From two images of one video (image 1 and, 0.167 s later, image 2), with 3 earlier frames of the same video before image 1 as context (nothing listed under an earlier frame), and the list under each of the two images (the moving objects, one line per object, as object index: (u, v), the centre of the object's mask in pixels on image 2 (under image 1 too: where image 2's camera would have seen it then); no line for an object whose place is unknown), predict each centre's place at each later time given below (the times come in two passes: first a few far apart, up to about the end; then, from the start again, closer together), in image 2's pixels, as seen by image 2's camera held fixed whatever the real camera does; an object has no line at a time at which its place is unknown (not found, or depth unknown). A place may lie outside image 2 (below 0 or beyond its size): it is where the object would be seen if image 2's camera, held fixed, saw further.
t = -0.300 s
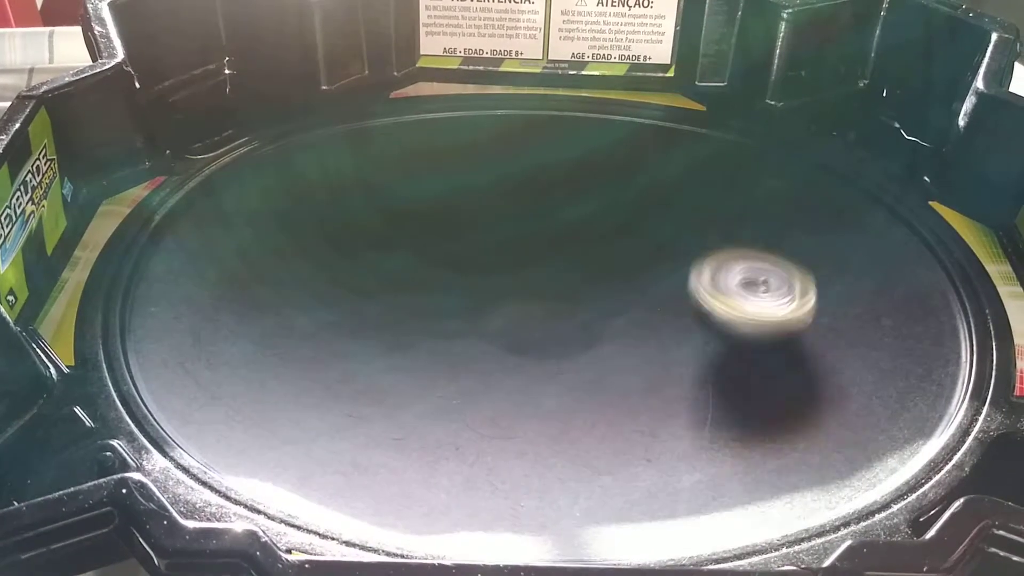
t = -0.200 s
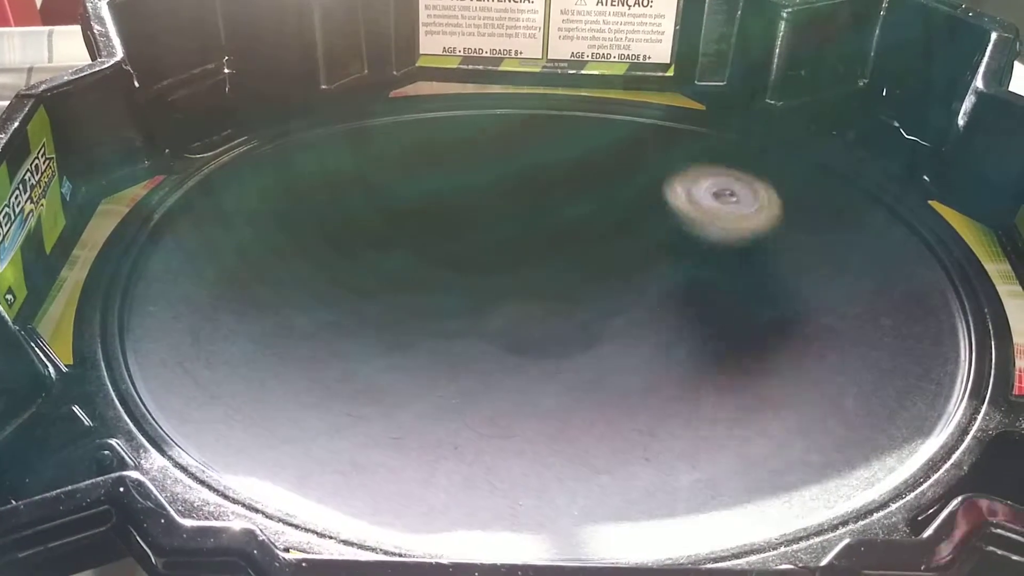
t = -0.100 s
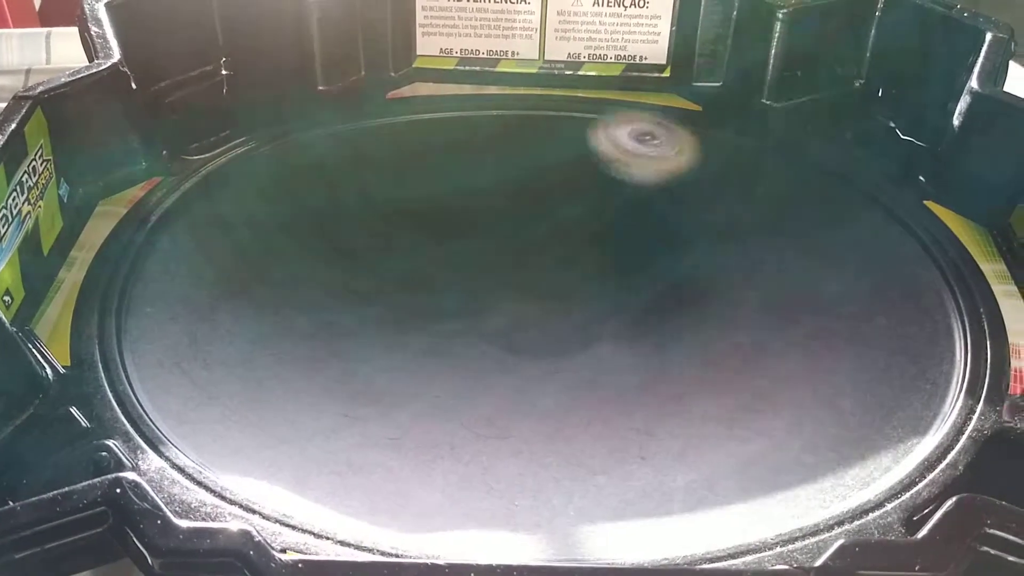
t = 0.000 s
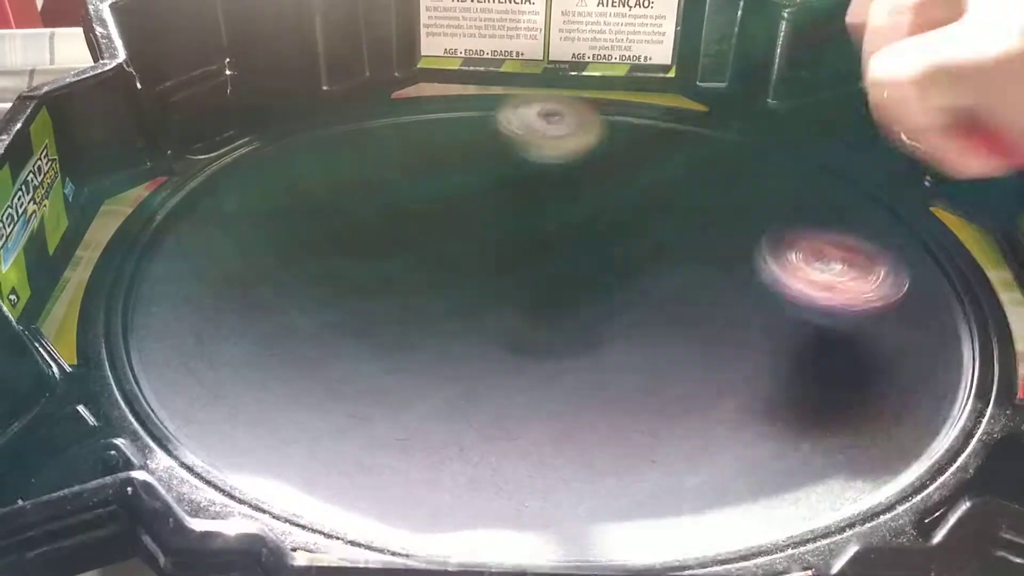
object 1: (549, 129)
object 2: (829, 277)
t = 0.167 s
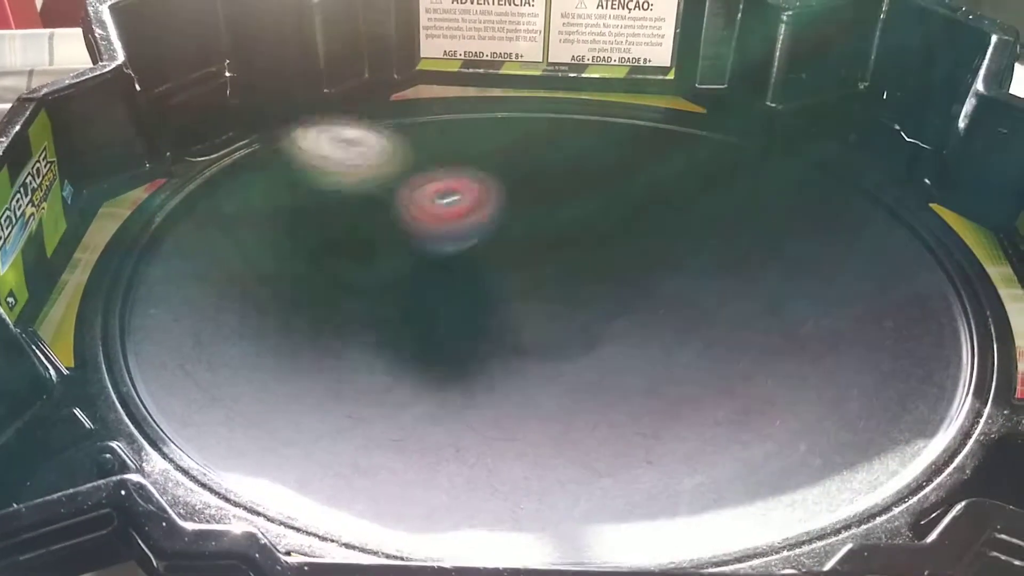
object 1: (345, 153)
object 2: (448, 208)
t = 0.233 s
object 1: (205, 118)
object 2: (375, 252)
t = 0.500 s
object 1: (209, 346)
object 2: (430, 479)
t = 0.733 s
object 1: (589, 401)
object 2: (885, 324)
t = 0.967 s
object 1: (764, 225)
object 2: (719, 100)
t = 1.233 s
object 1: (599, 128)
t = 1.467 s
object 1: (373, 173)
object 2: (567, 489)
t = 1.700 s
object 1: (391, 359)
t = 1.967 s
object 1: (727, 383)
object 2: (508, 90)
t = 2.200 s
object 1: (822, 230)
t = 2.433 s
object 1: (611, 165)
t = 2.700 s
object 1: (392, 311)
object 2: (623, 98)
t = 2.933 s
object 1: (534, 439)
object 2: (160, 185)
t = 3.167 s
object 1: (784, 376)
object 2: (618, 491)
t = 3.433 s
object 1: (662, 244)
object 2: (926, 200)
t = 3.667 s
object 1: (436, 240)
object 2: (520, 89)
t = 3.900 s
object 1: (365, 346)
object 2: (170, 231)
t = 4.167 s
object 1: (552, 358)
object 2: (547, 491)
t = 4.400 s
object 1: (513, 267)
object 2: (917, 304)
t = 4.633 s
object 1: (378, 274)
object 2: (720, 113)
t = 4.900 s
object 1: (485, 334)
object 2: (301, 171)
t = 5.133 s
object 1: (545, 264)
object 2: (284, 442)
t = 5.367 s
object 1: (506, 235)
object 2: (797, 428)
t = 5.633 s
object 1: (476, 294)
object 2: (756, 177)
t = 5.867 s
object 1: (574, 319)
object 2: (410, 139)
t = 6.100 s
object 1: (630, 285)
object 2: (218, 331)
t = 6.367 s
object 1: (571, 276)
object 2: (672, 462)
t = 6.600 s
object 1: (550, 323)
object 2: (812, 256)
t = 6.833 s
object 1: (573, 348)
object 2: (546, 140)
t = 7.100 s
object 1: (622, 312)
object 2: (253, 270)
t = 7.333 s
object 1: (547, 276)
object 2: (512, 443)
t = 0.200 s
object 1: (269, 136)
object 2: (413, 228)
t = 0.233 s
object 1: (205, 118)
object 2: (375, 252)
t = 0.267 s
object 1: (179, 118)
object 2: (334, 280)
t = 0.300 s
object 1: (169, 139)
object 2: (302, 317)
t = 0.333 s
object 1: (163, 190)
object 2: (279, 352)
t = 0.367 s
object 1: (161, 228)
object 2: (270, 392)
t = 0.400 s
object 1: (167, 260)
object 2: (272, 434)
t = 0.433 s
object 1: (173, 291)
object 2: (302, 455)
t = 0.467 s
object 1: (186, 318)
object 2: (357, 472)
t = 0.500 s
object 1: (209, 346)
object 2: (430, 479)
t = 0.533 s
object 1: (245, 373)
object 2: (497, 479)
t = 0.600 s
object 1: (345, 410)
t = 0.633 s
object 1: (405, 419)
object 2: (742, 442)
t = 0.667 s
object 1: (466, 420)
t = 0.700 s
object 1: (532, 414)
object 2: (854, 369)
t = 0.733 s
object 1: (589, 401)
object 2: (885, 324)
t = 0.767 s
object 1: (639, 382)
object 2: (897, 279)
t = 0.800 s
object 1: (681, 361)
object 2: (894, 239)
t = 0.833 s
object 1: (716, 335)
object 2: (882, 199)
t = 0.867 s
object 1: (740, 306)
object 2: (853, 166)
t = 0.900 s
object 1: (756, 278)
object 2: (818, 135)
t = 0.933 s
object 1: (764, 251)
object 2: (773, 110)
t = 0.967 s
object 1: (764, 225)
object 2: (719, 100)
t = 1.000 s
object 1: (758, 203)
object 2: (659, 92)
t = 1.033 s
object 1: (747, 184)
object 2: (595, 88)
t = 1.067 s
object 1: (730, 169)
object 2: (526, 92)
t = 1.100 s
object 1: (709, 156)
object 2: (453, 99)
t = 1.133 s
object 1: (686, 146)
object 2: (374, 109)
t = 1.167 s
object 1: (660, 138)
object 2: (298, 124)
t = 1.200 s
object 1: (630, 132)
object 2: (223, 147)
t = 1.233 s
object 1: (599, 128)
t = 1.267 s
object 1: (569, 127)
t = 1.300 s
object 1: (537, 129)
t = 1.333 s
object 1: (504, 132)
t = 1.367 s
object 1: (472, 135)
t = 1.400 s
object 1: (438, 143)
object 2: (336, 458)
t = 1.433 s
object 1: (403, 155)
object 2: (448, 478)
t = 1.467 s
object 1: (373, 173)
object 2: (567, 489)
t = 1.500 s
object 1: (349, 194)
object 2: (675, 481)
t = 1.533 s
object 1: (332, 219)
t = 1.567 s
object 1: (325, 246)
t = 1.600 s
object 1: (326, 276)
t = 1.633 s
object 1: (338, 305)
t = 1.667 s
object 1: (360, 333)
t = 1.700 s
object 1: (391, 359)
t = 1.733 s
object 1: (429, 379)
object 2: (930, 205)
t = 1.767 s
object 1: (471, 395)
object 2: (897, 170)
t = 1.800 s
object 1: (518, 406)
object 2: (850, 142)
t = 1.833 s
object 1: (564, 410)
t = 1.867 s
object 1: (611, 411)
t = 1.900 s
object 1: (652, 406)
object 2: (654, 97)
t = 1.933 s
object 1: (692, 396)
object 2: (581, 93)
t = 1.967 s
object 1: (727, 383)
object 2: (508, 90)
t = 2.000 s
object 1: (761, 367)
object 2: (432, 93)
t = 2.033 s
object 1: (788, 346)
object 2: (360, 101)
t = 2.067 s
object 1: (812, 323)
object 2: (287, 110)
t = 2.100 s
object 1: (827, 299)
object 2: (221, 142)
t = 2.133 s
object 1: (835, 276)
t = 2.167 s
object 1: (831, 251)
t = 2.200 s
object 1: (822, 230)
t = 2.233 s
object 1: (805, 211)
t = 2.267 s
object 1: (783, 194)
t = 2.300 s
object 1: (755, 181)
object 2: (385, 471)
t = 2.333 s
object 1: (723, 170)
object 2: (510, 489)
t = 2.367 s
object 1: (689, 165)
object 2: (671, 488)
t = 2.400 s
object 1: (650, 162)
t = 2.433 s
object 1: (611, 165)
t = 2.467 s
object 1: (572, 171)
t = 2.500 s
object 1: (536, 183)
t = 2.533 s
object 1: (500, 198)
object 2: (961, 240)
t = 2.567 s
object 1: (469, 216)
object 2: (925, 186)
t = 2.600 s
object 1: (441, 236)
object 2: (860, 146)
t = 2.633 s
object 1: (419, 259)
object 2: (786, 117)
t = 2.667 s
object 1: (402, 285)
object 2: (709, 100)
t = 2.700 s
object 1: (392, 311)
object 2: (623, 98)
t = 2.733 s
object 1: (390, 336)
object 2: (546, 93)
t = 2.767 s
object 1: (396, 362)
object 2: (471, 87)
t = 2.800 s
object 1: (411, 383)
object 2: (403, 91)
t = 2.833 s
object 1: (432, 403)
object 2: (330, 107)
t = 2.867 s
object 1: (459, 420)
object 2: (265, 123)
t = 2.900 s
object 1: (493, 432)
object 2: (206, 148)
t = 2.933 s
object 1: (534, 439)
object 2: (160, 185)
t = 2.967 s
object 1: (575, 443)
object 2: (132, 241)
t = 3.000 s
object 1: (621, 443)
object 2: (127, 305)
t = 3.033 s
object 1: (663, 437)
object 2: (166, 371)
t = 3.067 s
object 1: (702, 428)
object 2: (245, 425)
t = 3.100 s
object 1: (738, 414)
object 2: (361, 467)
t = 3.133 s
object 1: (767, 397)
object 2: (482, 489)
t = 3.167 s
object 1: (784, 376)
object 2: (618, 491)
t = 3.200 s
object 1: (790, 356)
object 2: (732, 476)
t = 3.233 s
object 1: (789, 335)
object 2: (819, 453)
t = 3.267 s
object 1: (781, 319)
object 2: (884, 412)
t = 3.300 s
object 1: (766, 300)
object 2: (935, 373)
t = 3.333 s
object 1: (745, 282)
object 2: (963, 328)
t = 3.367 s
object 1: (720, 269)
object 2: (969, 281)
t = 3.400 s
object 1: (692, 255)
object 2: (956, 238)
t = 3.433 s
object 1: (662, 244)
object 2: (926, 200)
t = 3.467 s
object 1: (631, 236)
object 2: (885, 169)
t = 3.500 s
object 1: (598, 231)
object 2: (833, 141)
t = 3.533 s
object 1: (566, 227)
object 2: (773, 119)
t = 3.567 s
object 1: (532, 227)
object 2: (710, 106)
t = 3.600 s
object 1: (500, 229)
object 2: (647, 97)
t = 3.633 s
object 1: (468, 233)
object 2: (585, 90)
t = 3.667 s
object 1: (436, 240)
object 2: (520, 89)
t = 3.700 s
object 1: (406, 250)
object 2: (460, 91)
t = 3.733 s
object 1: (382, 262)
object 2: (400, 102)
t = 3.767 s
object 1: (365, 277)
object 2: (342, 117)
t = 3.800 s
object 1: (356, 294)
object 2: (289, 136)
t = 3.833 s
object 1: (353, 312)
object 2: (242, 162)
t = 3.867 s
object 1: (356, 329)
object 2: (198, 192)
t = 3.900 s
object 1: (365, 346)
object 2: (170, 231)
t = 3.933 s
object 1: (380, 362)
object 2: (150, 273)
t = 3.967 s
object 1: (403, 373)
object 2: (140, 323)
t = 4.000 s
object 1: (428, 382)
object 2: (157, 366)
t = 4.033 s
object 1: (456, 385)
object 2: (201, 408)
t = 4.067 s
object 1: (484, 382)
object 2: (278, 440)
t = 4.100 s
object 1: (512, 376)
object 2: (368, 467)
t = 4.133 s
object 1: (535, 368)
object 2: (459, 484)
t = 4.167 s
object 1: (552, 358)
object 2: (547, 491)
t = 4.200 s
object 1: (562, 346)
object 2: (633, 486)
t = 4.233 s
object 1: (567, 333)
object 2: (713, 471)
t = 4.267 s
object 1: (567, 319)
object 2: (786, 448)
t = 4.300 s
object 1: (559, 305)
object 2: (839, 417)
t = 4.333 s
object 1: (546, 291)
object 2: (880, 381)
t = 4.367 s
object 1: (531, 278)
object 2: (905, 341)
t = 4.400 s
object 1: (513, 267)
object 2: (917, 304)
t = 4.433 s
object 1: (495, 257)
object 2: (916, 267)
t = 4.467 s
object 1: (476, 252)
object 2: (906, 230)
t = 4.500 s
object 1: (453, 250)
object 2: (883, 197)
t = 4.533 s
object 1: (430, 251)
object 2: (850, 171)
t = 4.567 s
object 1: (409, 255)
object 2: (812, 147)
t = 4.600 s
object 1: (391, 263)
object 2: (768, 127)
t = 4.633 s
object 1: (378, 274)
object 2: (720, 113)
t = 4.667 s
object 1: (371, 288)
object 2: (668, 103)
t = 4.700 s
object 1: (372, 303)
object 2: (614, 97)
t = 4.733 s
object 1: (381, 317)
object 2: (558, 99)
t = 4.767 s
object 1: (397, 329)
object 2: (503, 101)
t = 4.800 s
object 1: (418, 338)
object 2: (448, 109)
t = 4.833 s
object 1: (441, 339)
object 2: (394, 126)
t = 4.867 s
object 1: (464, 338)
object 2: (345, 146)
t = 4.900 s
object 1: (485, 334)
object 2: (301, 171)
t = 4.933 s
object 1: (505, 325)
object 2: (262, 202)
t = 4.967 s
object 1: (522, 316)
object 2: (229, 236)
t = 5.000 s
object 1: (533, 306)
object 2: (210, 272)
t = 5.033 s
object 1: (539, 296)
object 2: (204, 317)
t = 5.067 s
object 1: (541, 285)
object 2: (211, 362)
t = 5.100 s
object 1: (543, 274)
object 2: (237, 404)
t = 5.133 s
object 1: (545, 264)
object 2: (284, 442)
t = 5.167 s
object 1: (546, 254)
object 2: (349, 467)
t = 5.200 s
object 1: (544, 246)
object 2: (427, 485)
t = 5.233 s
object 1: (540, 241)
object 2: (514, 492)
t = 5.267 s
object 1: (534, 237)
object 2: (598, 488)
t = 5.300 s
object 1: (526, 235)
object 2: (676, 475)
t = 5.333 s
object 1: (517, 234)
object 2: (743, 456)
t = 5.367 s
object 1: (506, 235)
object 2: (797, 428)
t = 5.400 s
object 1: (495, 236)
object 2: (834, 395)
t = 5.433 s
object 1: (485, 240)
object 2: (855, 359)
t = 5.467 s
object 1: (476, 245)
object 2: (865, 323)
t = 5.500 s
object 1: (469, 253)
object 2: (862, 286)
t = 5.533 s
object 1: (466, 263)
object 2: (850, 257)
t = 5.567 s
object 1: (465, 274)
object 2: (825, 227)
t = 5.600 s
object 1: (469, 285)
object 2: (793, 201)
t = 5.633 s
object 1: (476, 294)
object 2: (756, 177)
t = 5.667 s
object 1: (487, 301)
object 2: (713, 158)
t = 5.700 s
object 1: (501, 307)
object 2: (667, 143)
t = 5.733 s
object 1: (516, 310)
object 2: (617, 134)
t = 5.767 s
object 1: (531, 313)
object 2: (566, 129)
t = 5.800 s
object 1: (546, 317)
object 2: (513, 127)
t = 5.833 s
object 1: (560, 319)
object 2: (460, 131)
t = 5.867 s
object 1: (574, 319)
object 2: (410, 139)
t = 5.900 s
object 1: (586, 317)
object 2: (362, 154)
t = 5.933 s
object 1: (595, 313)
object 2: (319, 174)
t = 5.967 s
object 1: (605, 308)
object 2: (281, 197)
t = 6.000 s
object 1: (613, 303)
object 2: (249, 226)
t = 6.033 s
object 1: (620, 297)
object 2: (224, 257)
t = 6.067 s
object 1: (626, 291)
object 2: (214, 292)
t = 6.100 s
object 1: (630, 285)
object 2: (218, 331)
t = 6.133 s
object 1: (632, 279)
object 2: (236, 370)
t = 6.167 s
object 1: (631, 274)
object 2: (271, 406)
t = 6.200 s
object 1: (625, 270)
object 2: (320, 437)
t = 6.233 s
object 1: (615, 268)
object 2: (386, 461)
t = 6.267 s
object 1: (603, 268)
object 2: (457, 475)
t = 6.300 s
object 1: (589, 269)
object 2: (531, 478)
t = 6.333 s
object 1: (578, 272)
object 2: (604, 475)
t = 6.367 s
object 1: (571, 276)
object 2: (672, 462)
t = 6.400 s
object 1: (568, 282)
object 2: (727, 442)
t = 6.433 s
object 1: (566, 288)
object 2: (772, 413)
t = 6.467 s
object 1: (566, 294)
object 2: (804, 382)
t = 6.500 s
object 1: (565, 299)
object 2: (820, 349)
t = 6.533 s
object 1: (562, 306)
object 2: (828, 316)
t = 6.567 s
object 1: (557, 314)
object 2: (826, 287)
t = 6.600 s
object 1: (550, 323)
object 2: (812, 256)
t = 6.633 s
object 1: (549, 329)
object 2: (788, 229)
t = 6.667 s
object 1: (549, 332)
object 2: (760, 206)
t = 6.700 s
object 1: (551, 337)
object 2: (724, 184)
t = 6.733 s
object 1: (555, 341)
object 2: (682, 167)
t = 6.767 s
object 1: (560, 344)
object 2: (641, 154)
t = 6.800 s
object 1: (566, 346)
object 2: (594, 145)
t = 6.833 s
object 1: (573, 348)
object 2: (546, 140)
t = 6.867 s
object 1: (580, 350)
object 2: (497, 140)
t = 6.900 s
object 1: (590, 351)
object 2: (446, 145)
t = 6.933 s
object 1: (601, 350)
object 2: (399, 156)
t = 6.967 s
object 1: (611, 346)
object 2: (357, 172)
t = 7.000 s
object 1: (618, 339)
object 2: (322, 191)
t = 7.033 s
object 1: (623, 331)
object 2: (293, 213)
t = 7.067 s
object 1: (624, 322)
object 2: (269, 242)
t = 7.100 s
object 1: (622, 312)
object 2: (253, 270)
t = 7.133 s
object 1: (616, 302)
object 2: (253, 304)
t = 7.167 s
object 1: (607, 293)
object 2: (269, 338)
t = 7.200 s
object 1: (596, 287)
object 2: (297, 370)
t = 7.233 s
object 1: (586, 282)
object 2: (337, 399)
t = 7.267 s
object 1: (574, 279)
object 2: (389, 420)
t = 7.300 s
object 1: (561, 277)
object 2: (448, 436)
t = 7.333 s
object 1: (547, 276)
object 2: (512, 443)
